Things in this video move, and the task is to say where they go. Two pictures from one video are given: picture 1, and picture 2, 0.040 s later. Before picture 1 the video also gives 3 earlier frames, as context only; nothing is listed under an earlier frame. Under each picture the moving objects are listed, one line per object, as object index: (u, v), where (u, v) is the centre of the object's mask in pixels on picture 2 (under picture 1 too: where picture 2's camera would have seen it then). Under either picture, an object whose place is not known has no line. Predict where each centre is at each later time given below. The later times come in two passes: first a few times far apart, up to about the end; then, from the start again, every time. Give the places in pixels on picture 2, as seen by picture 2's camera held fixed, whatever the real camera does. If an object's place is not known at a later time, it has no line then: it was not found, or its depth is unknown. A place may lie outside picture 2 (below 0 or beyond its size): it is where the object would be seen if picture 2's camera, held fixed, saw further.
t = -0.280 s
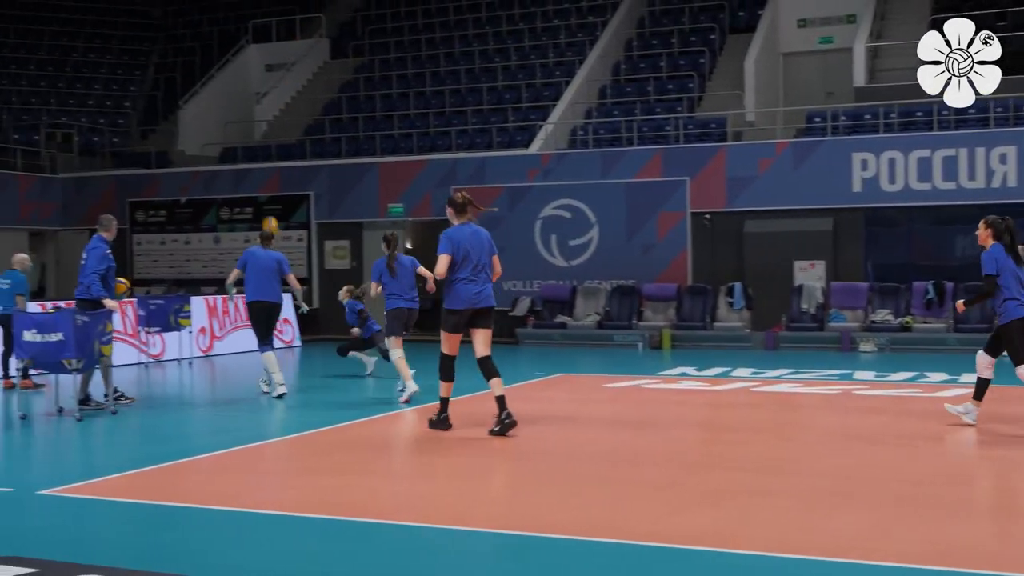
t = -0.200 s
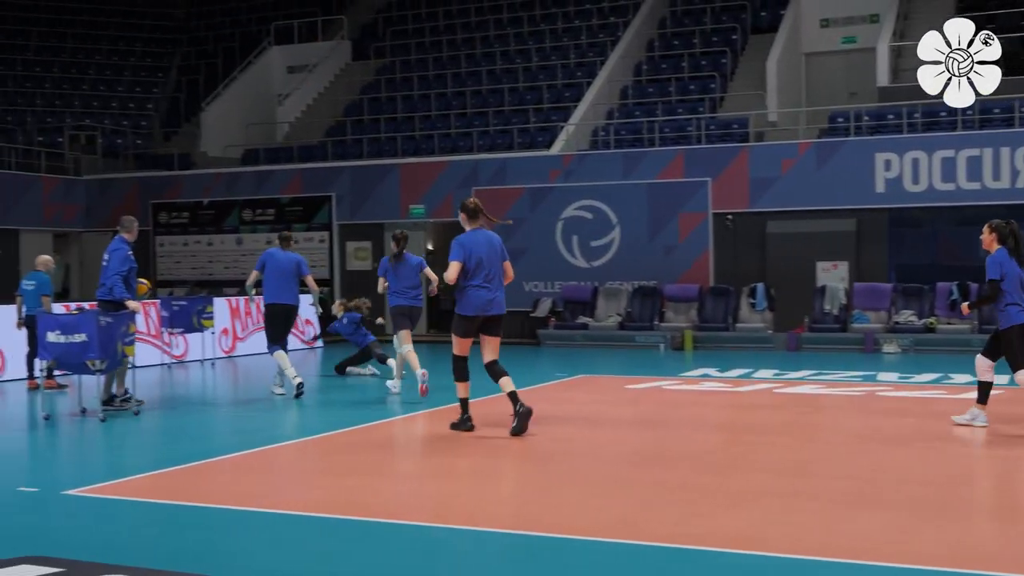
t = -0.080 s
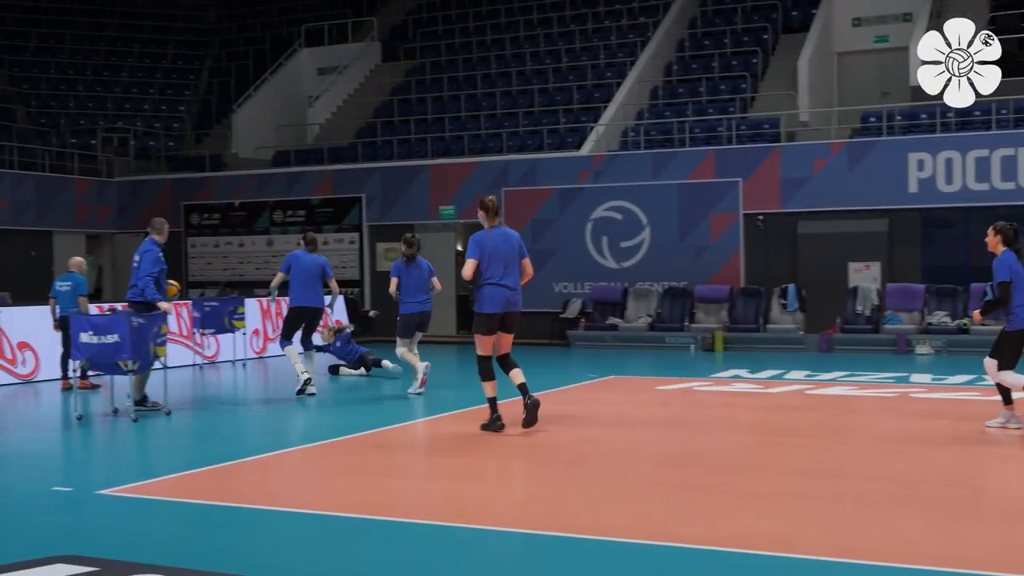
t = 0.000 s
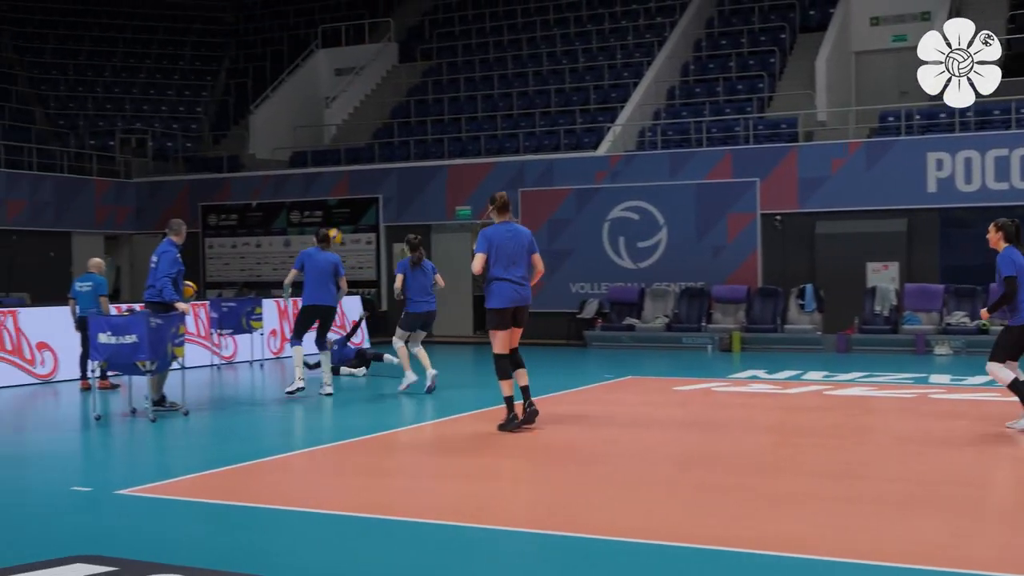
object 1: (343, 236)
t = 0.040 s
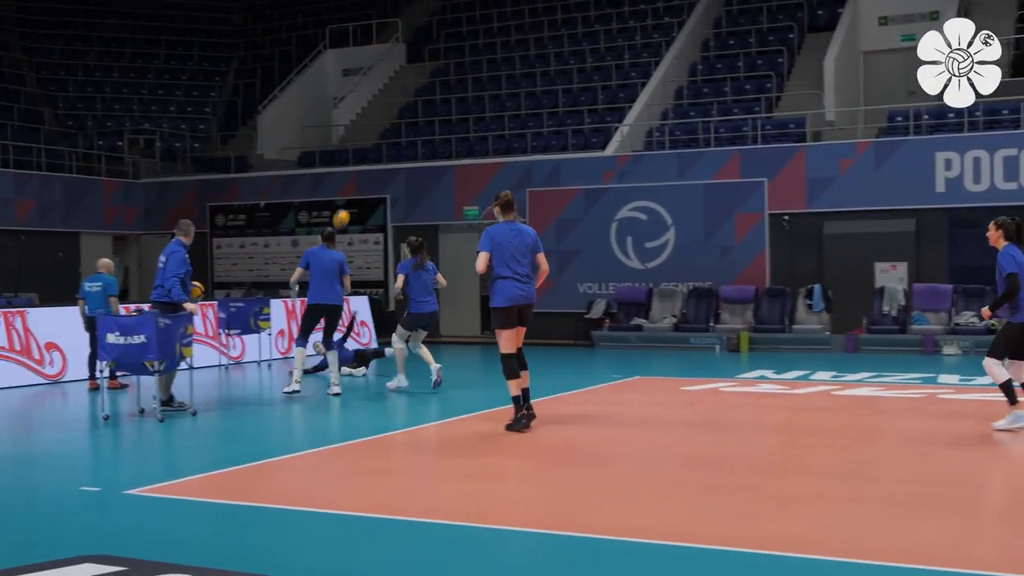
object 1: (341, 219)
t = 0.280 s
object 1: (348, 124)
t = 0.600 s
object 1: (361, 59)
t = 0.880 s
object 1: (376, 75)
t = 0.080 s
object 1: (342, 201)
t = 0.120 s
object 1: (342, 183)
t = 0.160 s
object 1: (343, 167)
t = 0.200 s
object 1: (344, 152)
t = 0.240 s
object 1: (346, 137)
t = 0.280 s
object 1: (348, 124)
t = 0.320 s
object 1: (349, 111)
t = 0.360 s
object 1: (351, 101)
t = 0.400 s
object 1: (352, 90)
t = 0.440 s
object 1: (354, 82)
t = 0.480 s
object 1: (355, 74)
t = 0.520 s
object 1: (357, 68)
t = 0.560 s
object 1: (359, 63)
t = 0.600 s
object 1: (361, 59)
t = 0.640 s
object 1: (363, 57)
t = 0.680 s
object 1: (365, 56)
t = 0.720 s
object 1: (367, 57)
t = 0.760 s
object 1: (369, 59)
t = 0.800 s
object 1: (372, 63)
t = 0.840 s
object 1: (374, 68)
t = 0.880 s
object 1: (376, 75)
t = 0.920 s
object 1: (378, 84)
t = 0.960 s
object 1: (381, 95)
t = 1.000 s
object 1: (385, 108)
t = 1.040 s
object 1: (386, 122)
